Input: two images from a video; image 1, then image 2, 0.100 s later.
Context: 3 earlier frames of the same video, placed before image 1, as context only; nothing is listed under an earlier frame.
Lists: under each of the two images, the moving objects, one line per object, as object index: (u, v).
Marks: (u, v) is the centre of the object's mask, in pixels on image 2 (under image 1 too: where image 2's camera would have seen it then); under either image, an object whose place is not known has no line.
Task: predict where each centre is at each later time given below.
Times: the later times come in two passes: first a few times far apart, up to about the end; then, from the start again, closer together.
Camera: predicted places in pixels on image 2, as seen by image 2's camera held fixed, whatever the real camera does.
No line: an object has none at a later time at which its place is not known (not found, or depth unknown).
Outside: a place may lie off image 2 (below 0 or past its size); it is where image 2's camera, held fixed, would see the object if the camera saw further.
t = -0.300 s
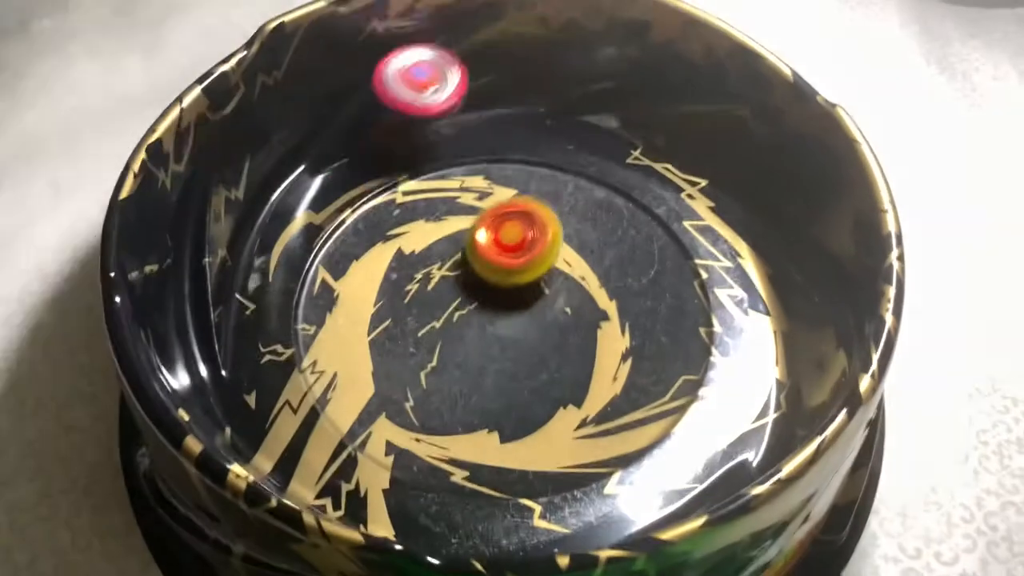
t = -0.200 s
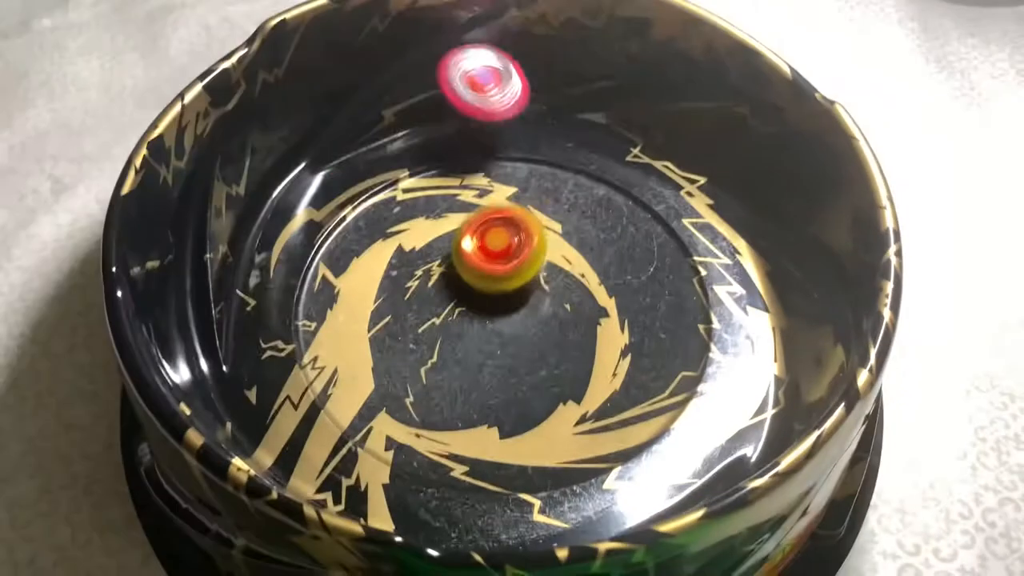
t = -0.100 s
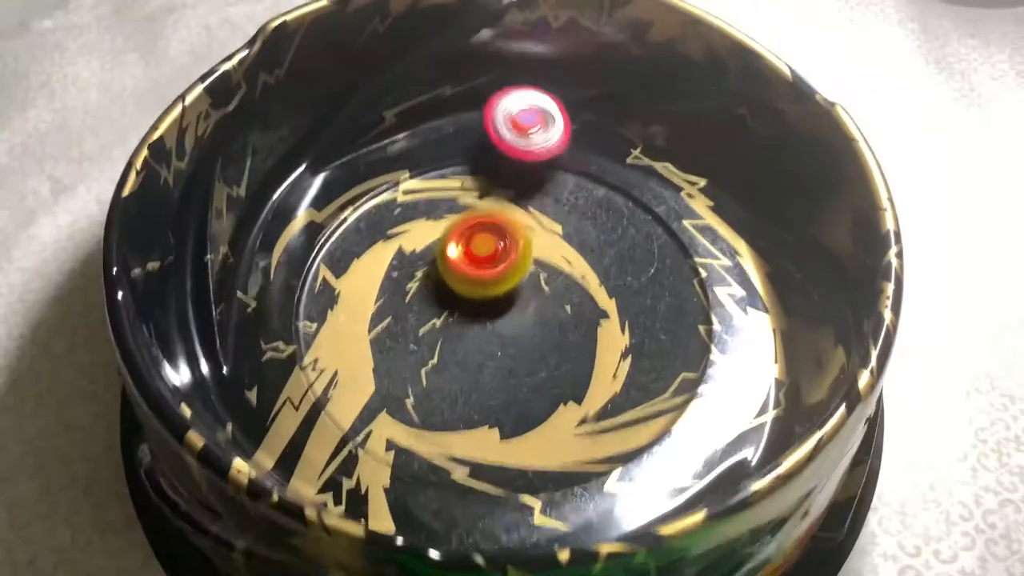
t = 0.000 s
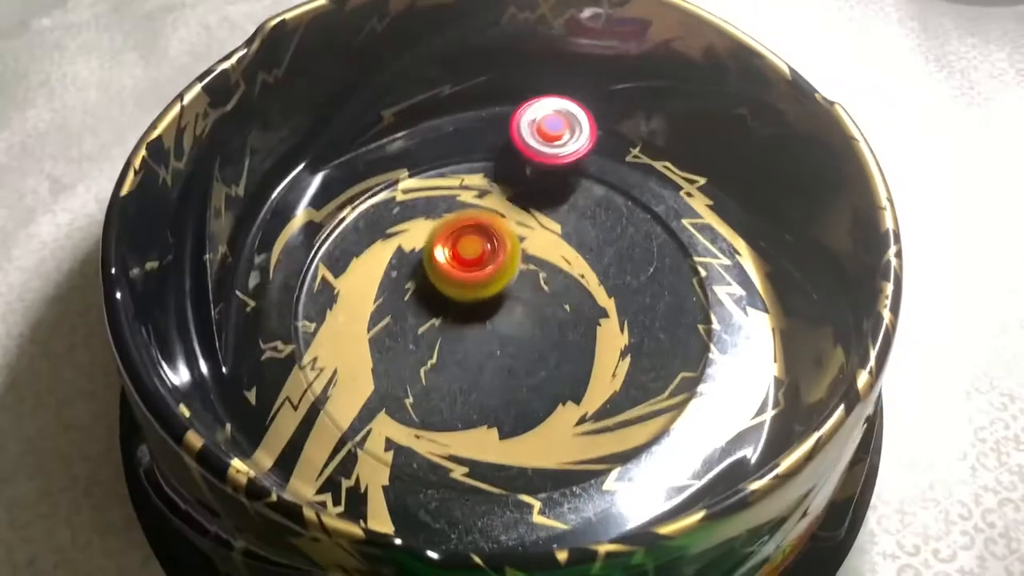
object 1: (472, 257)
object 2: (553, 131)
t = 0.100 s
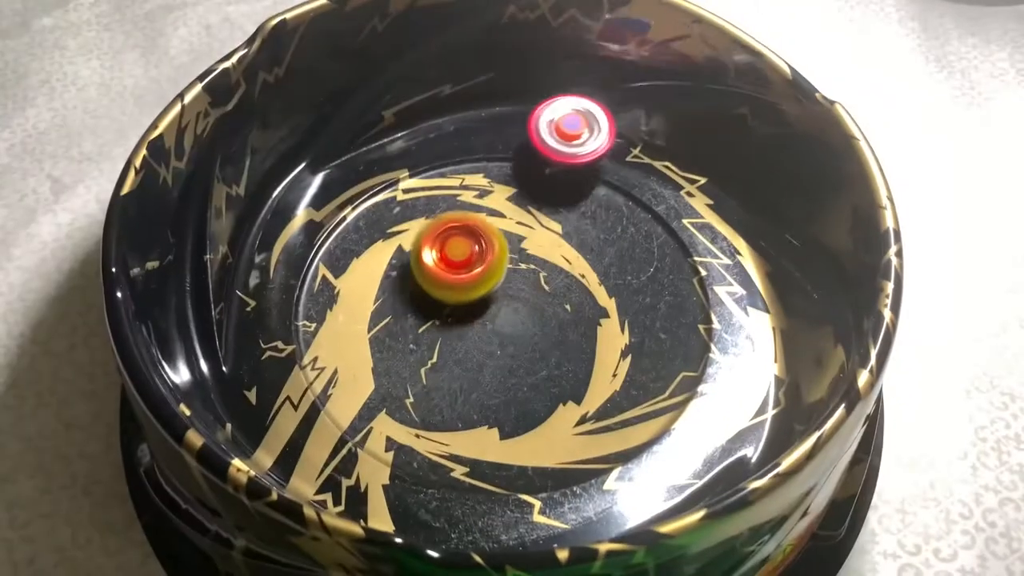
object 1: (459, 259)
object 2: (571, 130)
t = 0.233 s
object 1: (442, 264)
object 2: (595, 128)
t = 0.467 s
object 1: (422, 272)
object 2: (628, 137)
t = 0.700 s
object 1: (415, 285)
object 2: (655, 151)
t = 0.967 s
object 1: (418, 308)
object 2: (678, 181)
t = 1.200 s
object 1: (424, 333)
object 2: (696, 214)
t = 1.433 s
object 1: (439, 354)
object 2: (703, 249)
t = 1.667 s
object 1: (464, 369)
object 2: (591, 257)
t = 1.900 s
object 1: (464, 433)
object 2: (536, 246)
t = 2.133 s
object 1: (445, 505)
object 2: (387, 264)
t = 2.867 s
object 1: (556, 284)
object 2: (607, 362)
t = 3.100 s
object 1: (476, 137)
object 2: (736, 275)
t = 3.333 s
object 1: (578, 221)
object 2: (753, 258)
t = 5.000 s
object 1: (409, 140)
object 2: (256, 372)
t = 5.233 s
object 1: (391, 153)
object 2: (348, 415)
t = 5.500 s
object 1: (440, 216)
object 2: (615, 276)
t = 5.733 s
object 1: (506, 298)
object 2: (454, 109)
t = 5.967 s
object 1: (500, 347)
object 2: (353, 226)
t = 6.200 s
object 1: (709, 335)
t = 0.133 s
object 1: (455, 259)
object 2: (577, 129)
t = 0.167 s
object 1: (450, 261)
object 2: (583, 128)
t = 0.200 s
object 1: (446, 262)
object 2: (589, 128)
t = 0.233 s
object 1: (442, 264)
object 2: (595, 128)
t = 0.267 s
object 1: (439, 264)
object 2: (601, 128)
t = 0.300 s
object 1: (436, 266)
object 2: (606, 128)
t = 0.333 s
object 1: (433, 266)
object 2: (610, 130)
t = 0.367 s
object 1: (430, 269)
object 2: (614, 132)
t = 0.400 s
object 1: (427, 269)
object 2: (618, 133)
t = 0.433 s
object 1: (424, 272)
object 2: (623, 135)
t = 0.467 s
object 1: (422, 272)
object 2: (628, 137)
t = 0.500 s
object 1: (420, 274)
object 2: (632, 138)
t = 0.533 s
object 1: (418, 277)
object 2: (636, 141)
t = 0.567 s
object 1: (417, 277)
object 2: (640, 142)
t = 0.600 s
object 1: (416, 280)
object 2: (644, 145)
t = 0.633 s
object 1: (416, 280)
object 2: (648, 147)
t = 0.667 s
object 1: (415, 284)
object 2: (651, 149)
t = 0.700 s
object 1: (415, 285)
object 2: (655, 151)
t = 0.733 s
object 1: (415, 287)
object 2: (658, 154)
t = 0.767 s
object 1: (415, 291)
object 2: (661, 158)
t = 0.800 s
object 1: (416, 293)
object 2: (664, 162)
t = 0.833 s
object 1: (416, 295)
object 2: (667, 165)
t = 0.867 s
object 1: (416, 300)
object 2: (670, 169)
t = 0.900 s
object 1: (417, 301)
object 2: (672, 173)
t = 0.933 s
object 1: (417, 305)
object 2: (674, 177)
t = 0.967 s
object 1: (418, 308)
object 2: (678, 181)
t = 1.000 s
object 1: (418, 311)
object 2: (681, 185)
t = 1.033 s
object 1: (419, 315)
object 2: (683, 190)
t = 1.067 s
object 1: (419, 318)
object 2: (686, 194)
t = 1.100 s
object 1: (420, 322)
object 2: (689, 199)
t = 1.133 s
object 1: (421, 326)
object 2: (691, 203)
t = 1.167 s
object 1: (423, 329)
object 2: (693, 208)
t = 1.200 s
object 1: (424, 333)
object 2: (696, 214)
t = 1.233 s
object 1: (426, 337)
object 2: (698, 218)
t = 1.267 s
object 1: (427, 340)
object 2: (699, 224)
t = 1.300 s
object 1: (429, 343)
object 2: (702, 229)
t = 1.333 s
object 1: (431, 346)
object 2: (704, 235)
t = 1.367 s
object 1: (433, 349)
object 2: (705, 241)
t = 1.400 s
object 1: (436, 352)
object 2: (706, 245)
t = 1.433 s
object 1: (439, 354)
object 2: (703, 249)
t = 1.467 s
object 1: (442, 357)
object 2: (694, 250)
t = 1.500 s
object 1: (445, 359)
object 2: (677, 250)
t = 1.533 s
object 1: (449, 361)
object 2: (659, 249)
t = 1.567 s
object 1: (452, 363)
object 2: (642, 250)
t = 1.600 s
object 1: (456, 365)
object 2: (624, 251)
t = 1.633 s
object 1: (460, 367)
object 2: (607, 253)
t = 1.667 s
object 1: (464, 369)
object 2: (591, 257)
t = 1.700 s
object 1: (468, 371)
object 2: (577, 261)
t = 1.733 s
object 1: (472, 372)
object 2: (565, 266)
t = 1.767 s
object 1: (477, 373)
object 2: (553, 273)
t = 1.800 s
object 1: (481, 374)
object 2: (542, 281)
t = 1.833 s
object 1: (486, 375)
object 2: (530, 291)
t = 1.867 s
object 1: (479, 400)
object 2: (530, 273)
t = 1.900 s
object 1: (464, 433)
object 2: (536, 246)
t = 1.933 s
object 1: (453, 457)
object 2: (533, 226)
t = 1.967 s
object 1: (443, 467)
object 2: (523, 214)
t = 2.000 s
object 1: (436, 479)
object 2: (506, 208)
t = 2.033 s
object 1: (433, 489)
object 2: (481, 209)
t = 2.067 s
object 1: (434, 495)
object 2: (451, 218)
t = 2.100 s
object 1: (438, 500)
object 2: (419, 237)
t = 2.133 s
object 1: (445, 505)
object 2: (387, 264)
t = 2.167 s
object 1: (451, 509)
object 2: (361, 301)
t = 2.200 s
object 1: (460, 510)
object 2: (344, 347)
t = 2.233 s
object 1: (467, 509)
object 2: (339, 397)
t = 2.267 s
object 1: (477, 508)
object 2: (369, 437)
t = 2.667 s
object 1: (622, 346)
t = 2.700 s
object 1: (610, 331)
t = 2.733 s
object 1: (597, 319)
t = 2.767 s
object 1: (584, 308)
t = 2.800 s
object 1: (573, 298)
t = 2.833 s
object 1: (563, 290)
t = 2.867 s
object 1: (556, 284)
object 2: (607, 362)
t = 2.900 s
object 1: (535, 258)
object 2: (641, 351)
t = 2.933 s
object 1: (504, 209)
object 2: (681, 352)
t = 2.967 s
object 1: (480, 166)
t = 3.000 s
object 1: (464, 126)
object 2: (719, 314)
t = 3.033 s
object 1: (459, 106)
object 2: (729, 301)
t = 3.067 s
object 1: (467, 116)
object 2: (734, 288)
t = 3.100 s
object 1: (476, 137)
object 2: (736, 275)
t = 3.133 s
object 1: (490, 142)
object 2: (734, 268)
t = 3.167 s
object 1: (506, 159)
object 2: (730, 262)
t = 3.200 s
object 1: (525, 182)
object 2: (725, 258)
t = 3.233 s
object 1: (550, 199)
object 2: (719, 254)
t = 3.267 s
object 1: (579, 209)
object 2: (713, 250)
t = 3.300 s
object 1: (603, 220)
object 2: (703, 245)
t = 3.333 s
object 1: (578, 221)
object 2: (753, 258)
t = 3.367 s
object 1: (533, 207)
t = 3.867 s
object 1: (511, 152)
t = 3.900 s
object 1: (530, 151)
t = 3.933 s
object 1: (548, 158)
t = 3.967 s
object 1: (565, 168)
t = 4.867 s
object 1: (418, 137)
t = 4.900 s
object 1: (415, 137)
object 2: (277, 293)
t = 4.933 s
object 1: (413, 138)
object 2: (260, 326)
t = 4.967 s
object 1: (411, 139)
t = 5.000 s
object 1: (409, 140)
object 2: (256, 372)
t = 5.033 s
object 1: (406, 141)
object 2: (272, 386)
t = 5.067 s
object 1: (404, 143)
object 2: (287, 398)
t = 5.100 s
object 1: (402, 146)
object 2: (302, 406)
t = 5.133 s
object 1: (399, 147)
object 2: (316, 412)
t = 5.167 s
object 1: (397, 149)
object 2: (328, 415)
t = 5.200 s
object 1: (394, 151)
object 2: (338, 416)
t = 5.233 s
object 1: (391, 153)
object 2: (348, 415)
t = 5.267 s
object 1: (389, 155)
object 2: (367, 416)
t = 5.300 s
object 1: (387, 158)
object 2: (400, 414)
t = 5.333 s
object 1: (387, 160)
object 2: (439, 409)
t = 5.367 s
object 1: (389, 165)
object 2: (485, 398)
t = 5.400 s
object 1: (399, 177)
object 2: (531, 378)
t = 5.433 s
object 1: (412, 188)
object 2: (569, 350)
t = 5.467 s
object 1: (425, 201)
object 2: (599, 316)
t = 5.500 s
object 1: (440, 216)
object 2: (615, 276)
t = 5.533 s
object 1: (454, 230)
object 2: (619, 236)
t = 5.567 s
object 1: (467, 244)
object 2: (611, 198)
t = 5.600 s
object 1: (478, 257)
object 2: (593, 162)
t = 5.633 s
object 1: (488, 269)
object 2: (562, 137)
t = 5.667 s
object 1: (496, 280)
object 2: (521, 126)
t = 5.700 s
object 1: (503, 289)
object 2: (485, 116)
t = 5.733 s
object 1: (506, 298)
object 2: (454, 109)
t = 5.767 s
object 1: (506, 305)
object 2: (432, 121)
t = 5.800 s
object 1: (506, 312)
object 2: (413, 134)
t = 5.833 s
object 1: (504, 319)
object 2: (398, 145)
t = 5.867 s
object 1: (503, 327)
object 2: (386, 155)
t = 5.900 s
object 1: (502, 334)
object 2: (376, 169)
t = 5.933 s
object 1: (501, 341)
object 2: (365, 194)
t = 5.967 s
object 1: (500, 347)
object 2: (353, 226)
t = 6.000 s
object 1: (499, 353)
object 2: (349, 264)
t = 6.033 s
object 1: (497, 358)
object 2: (355, 310)
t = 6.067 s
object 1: (496, 363)
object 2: (378, 353)
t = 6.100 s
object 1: (541, 361)
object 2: (351, 390)
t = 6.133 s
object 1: (611, 359)
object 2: (315, 416)
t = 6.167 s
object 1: (668, 345)
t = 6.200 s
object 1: (709, 335)
